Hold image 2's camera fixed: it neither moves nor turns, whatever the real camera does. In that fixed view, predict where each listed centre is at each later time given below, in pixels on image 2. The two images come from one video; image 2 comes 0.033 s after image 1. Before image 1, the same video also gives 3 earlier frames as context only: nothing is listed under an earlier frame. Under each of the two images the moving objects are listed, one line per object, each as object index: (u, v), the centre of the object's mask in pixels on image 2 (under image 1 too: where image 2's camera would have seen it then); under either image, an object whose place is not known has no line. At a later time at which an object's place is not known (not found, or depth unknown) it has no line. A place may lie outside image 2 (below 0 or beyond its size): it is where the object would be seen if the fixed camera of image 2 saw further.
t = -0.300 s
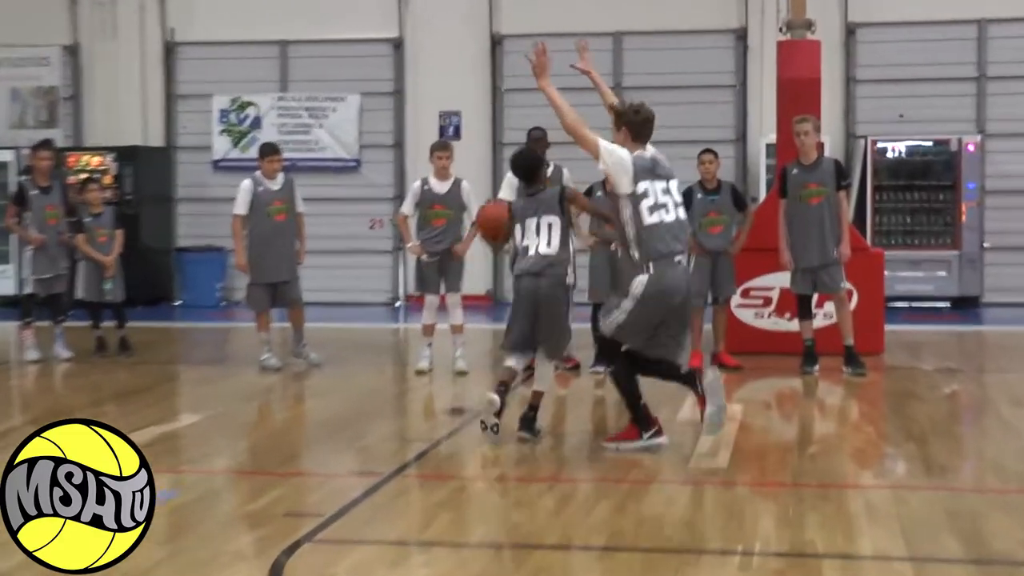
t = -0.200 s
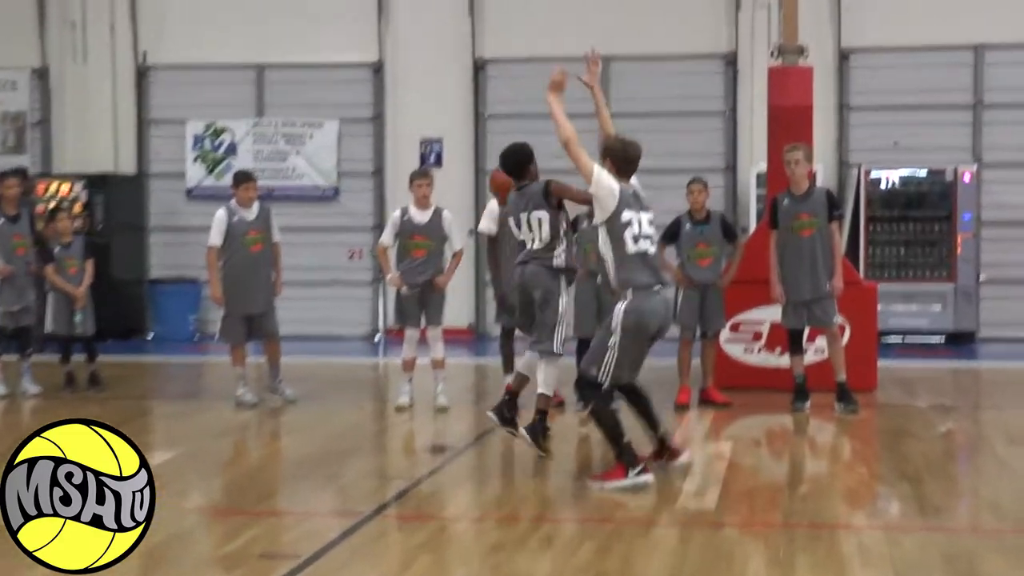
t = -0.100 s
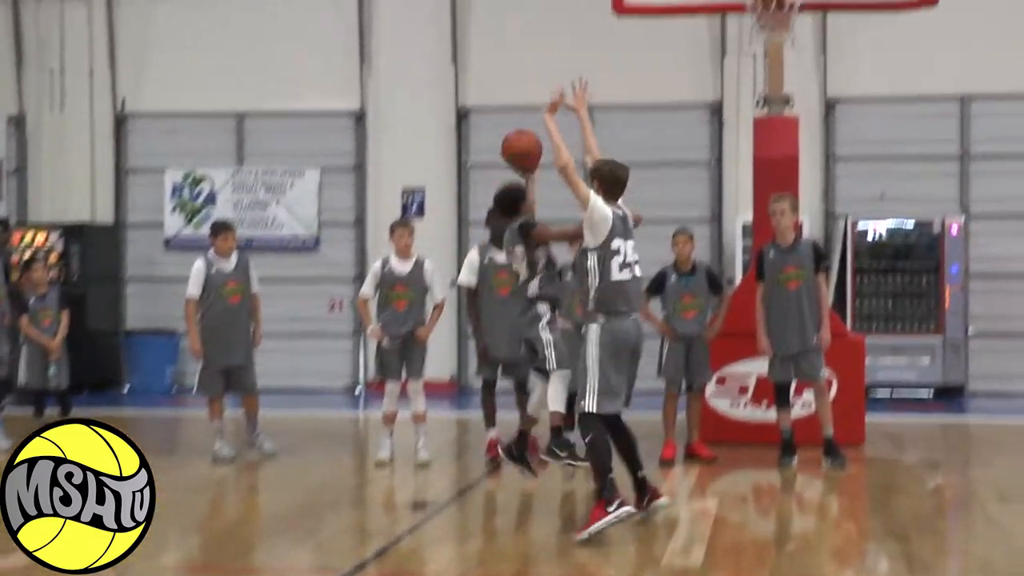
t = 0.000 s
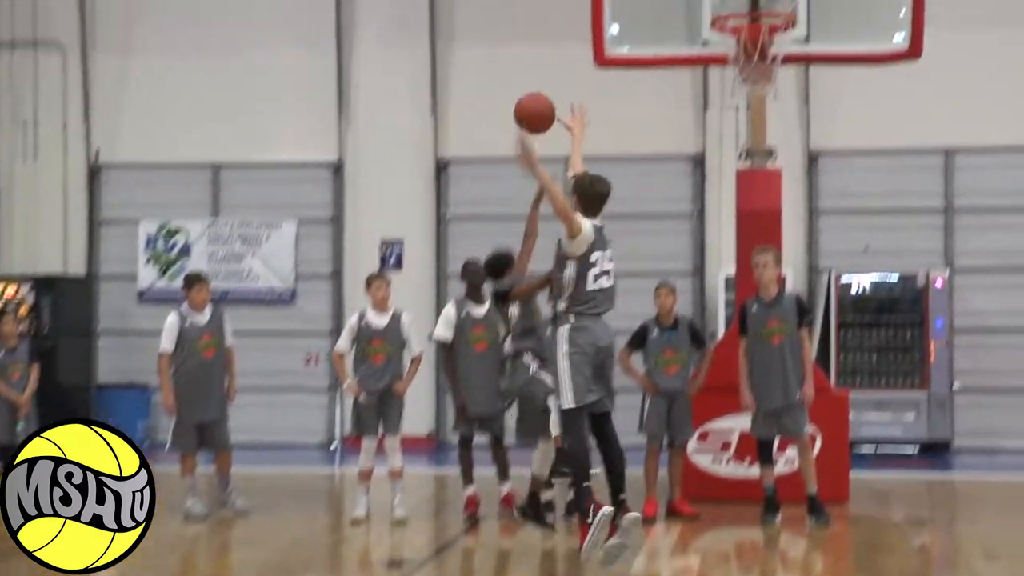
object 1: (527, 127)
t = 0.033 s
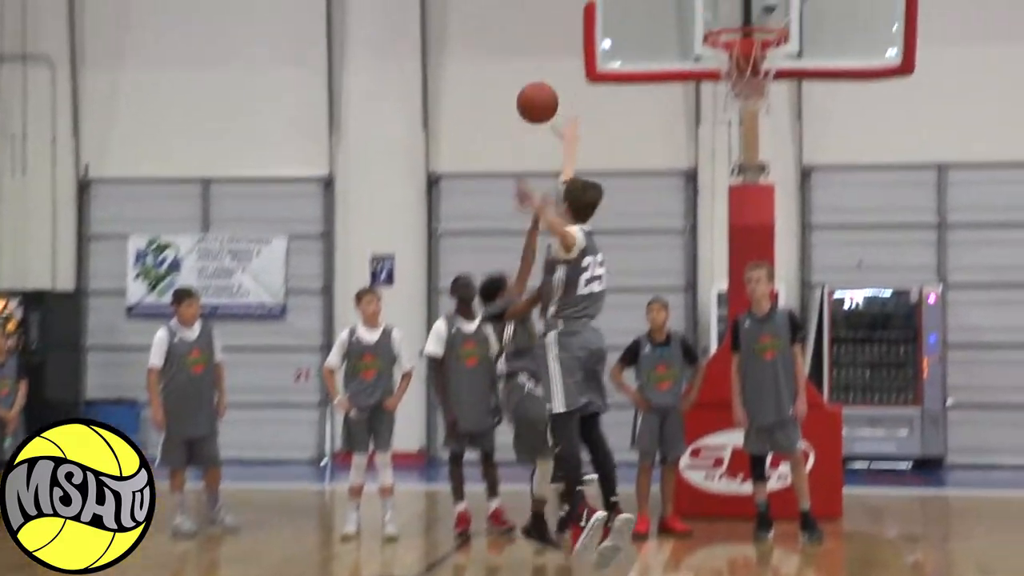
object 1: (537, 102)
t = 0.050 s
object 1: (543, 91)
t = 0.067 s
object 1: (548, 80)
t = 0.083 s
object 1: (553, 69)
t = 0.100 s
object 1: (558, 59)
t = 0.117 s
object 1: (564, 49)
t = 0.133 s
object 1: (569, 40)
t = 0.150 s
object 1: (574, 31)
